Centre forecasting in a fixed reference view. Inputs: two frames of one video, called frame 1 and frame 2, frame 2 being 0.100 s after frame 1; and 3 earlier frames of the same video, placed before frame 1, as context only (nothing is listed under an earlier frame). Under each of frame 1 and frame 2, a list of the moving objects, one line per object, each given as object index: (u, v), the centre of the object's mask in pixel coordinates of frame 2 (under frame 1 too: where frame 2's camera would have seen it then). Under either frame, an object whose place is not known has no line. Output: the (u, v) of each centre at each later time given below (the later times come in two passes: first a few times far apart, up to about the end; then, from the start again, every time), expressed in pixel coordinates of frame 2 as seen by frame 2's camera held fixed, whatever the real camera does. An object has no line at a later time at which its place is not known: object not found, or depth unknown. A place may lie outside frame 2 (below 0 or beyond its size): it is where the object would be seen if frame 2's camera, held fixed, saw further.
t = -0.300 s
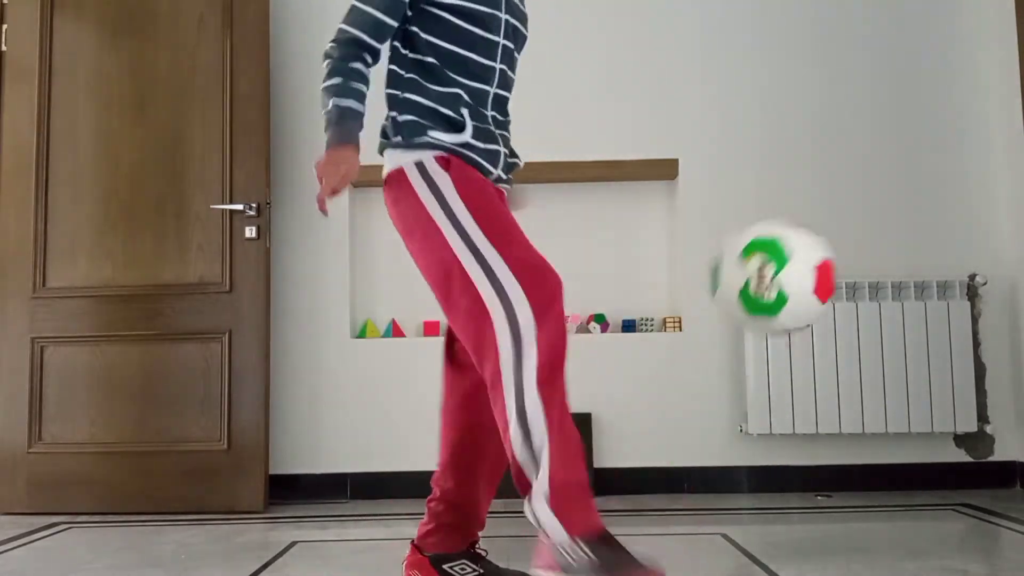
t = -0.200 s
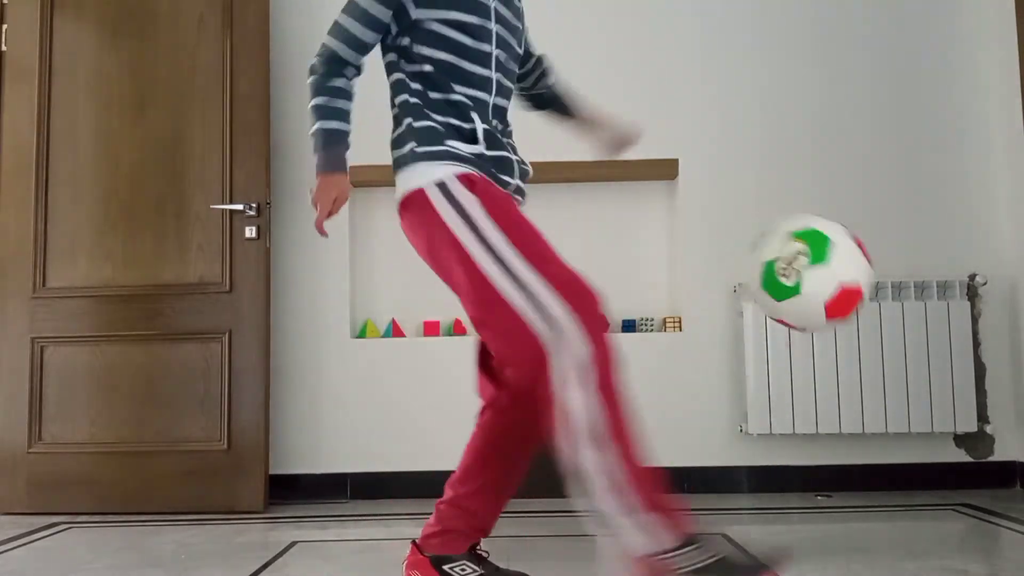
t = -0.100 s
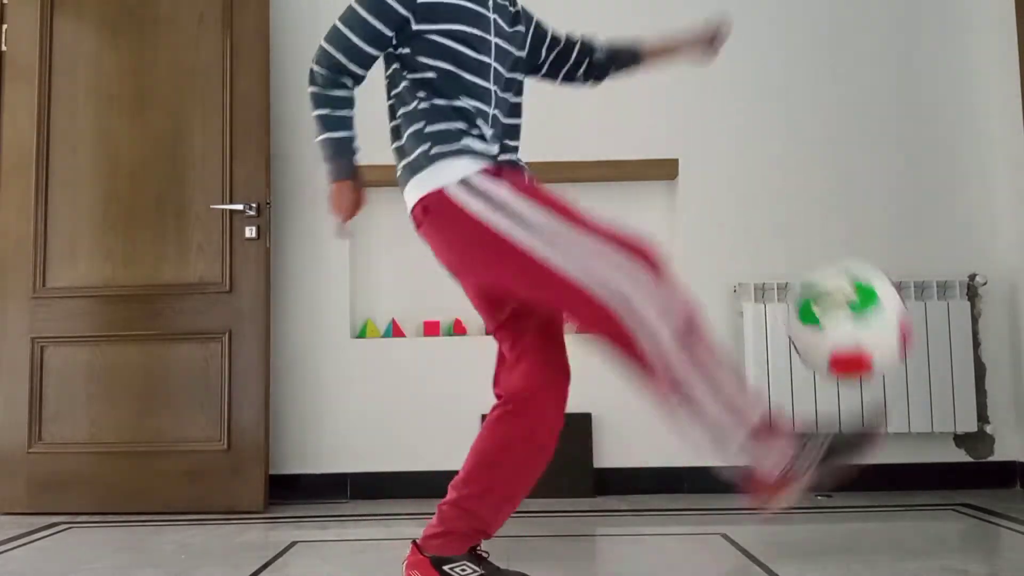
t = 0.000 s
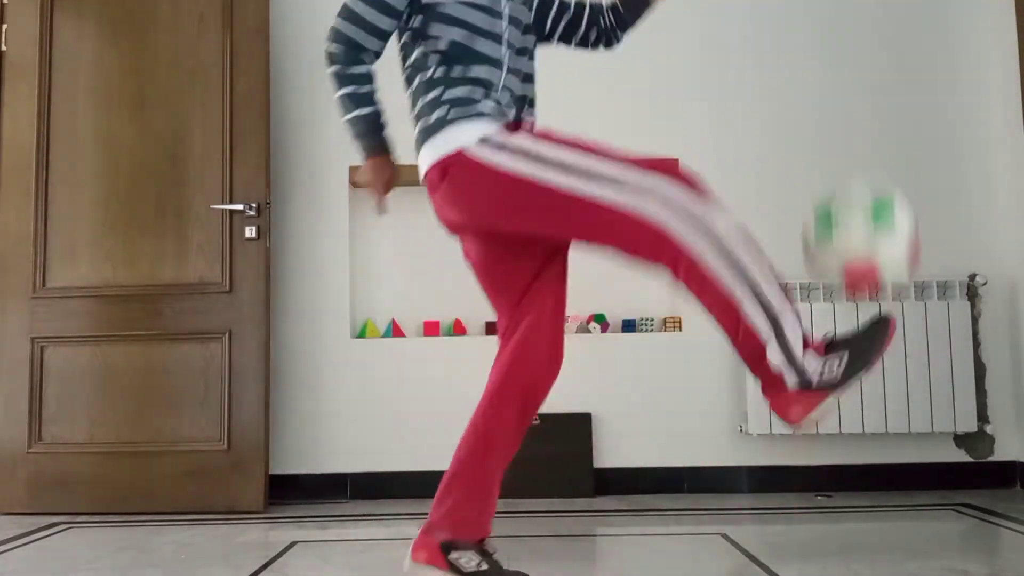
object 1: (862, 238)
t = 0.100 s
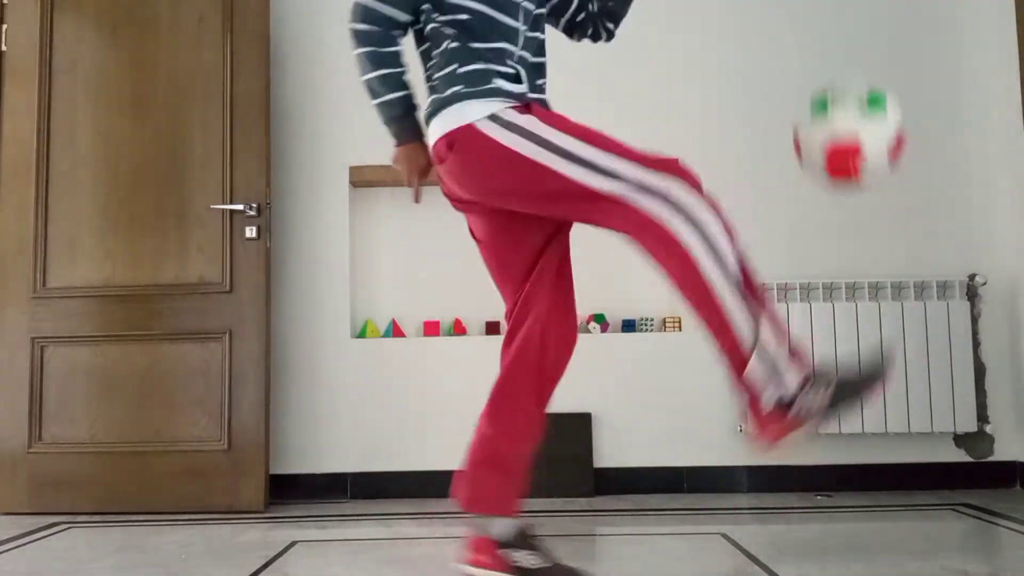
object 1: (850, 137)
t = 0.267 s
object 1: (837, 66)
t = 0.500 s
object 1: (835, 168)
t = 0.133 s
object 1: (847, 111)
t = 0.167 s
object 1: (844, 91)
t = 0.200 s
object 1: (842, 78)
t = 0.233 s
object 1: (839, 69)
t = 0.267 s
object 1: (837, 66)
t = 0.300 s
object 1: (835, 67)
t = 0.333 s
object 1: (835, 72)
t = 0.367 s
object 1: (833, 82)
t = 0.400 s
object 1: (833, 97)
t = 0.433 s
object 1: (832, 116)
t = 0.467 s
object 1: (834, 140)
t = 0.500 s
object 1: (835, 168)
